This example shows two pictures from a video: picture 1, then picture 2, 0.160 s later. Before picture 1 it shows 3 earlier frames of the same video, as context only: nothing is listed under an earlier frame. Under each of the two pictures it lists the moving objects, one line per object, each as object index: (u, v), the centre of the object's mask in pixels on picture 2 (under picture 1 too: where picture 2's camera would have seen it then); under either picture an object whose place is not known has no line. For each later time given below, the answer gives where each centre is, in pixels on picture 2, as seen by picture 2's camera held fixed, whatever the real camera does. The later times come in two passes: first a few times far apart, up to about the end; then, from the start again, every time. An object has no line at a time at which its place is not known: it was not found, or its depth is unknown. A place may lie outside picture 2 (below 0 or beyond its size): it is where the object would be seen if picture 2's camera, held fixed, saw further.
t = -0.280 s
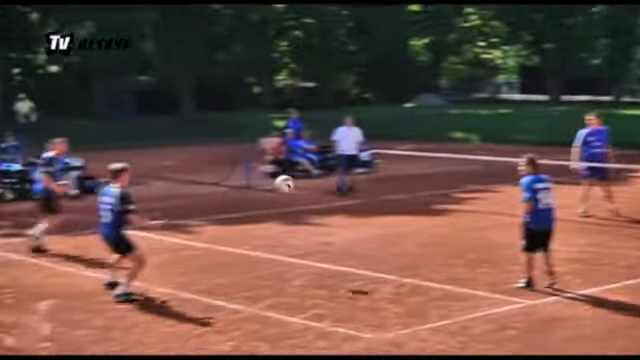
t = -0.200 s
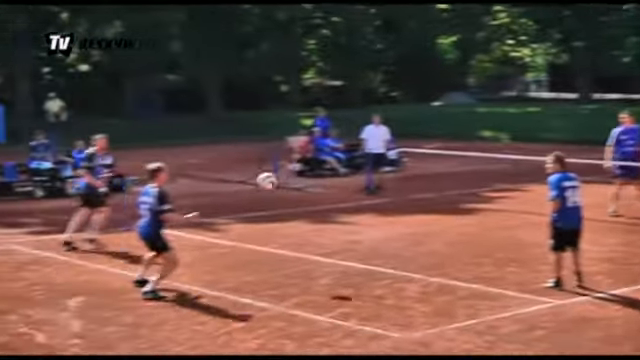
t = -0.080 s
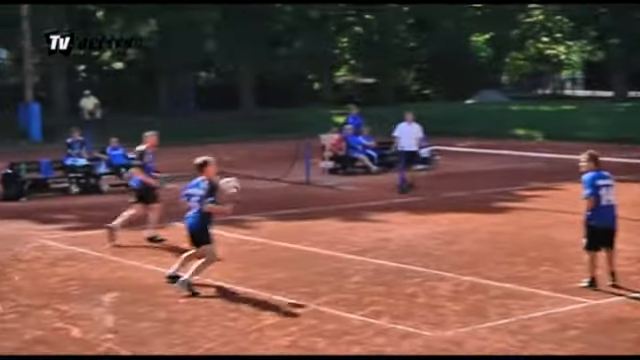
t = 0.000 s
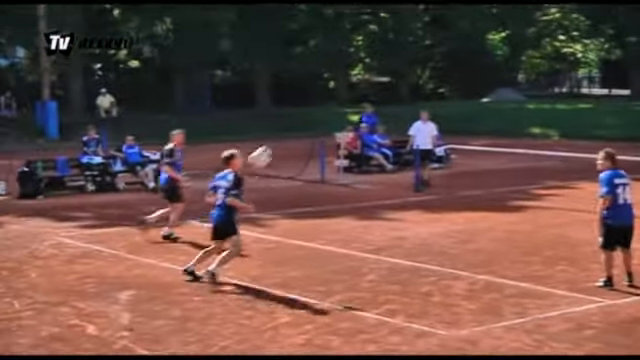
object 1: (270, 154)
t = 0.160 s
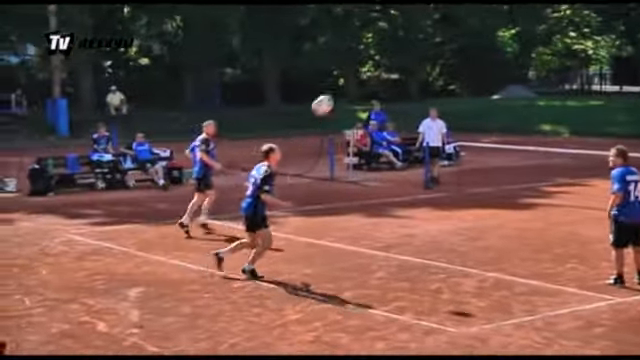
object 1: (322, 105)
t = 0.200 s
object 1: (334, 96)
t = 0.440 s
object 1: (408, 64)
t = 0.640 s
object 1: (463, 68)
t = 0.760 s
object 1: (495, 82)
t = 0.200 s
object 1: (334, 96)
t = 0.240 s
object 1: (347, 87)
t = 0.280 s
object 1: (359, 80)
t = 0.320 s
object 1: (371, 74)
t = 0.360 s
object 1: (384, 70)
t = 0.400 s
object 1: (396, 66)
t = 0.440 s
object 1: (408, 64)
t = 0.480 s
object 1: (419, 62)
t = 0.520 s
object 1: (430, 62)
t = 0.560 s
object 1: (441, 63)
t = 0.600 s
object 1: (452, 65)
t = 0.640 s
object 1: (463, 68)
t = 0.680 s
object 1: (474, 72)
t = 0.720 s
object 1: (484, 76)
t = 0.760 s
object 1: (495, 82)
